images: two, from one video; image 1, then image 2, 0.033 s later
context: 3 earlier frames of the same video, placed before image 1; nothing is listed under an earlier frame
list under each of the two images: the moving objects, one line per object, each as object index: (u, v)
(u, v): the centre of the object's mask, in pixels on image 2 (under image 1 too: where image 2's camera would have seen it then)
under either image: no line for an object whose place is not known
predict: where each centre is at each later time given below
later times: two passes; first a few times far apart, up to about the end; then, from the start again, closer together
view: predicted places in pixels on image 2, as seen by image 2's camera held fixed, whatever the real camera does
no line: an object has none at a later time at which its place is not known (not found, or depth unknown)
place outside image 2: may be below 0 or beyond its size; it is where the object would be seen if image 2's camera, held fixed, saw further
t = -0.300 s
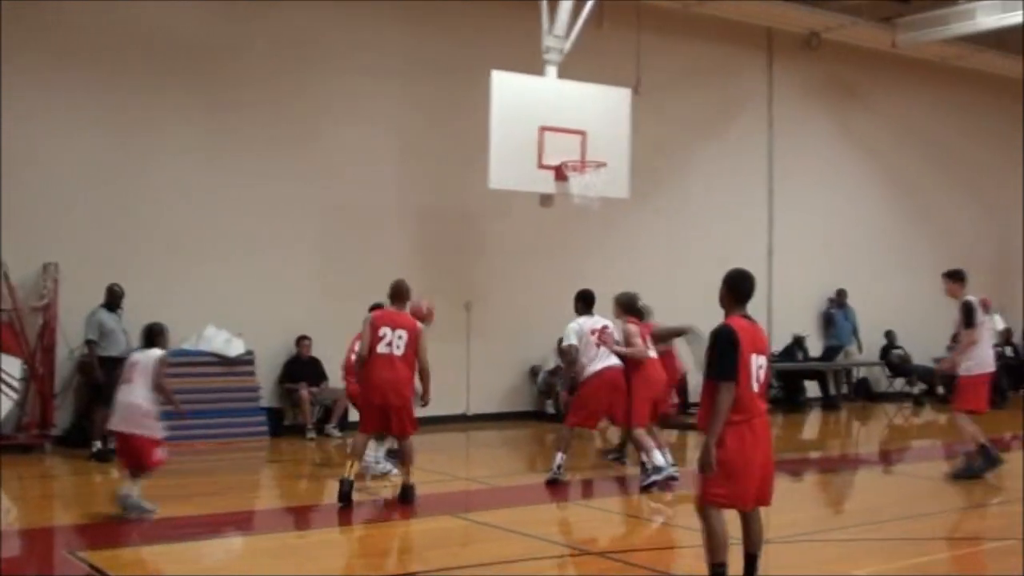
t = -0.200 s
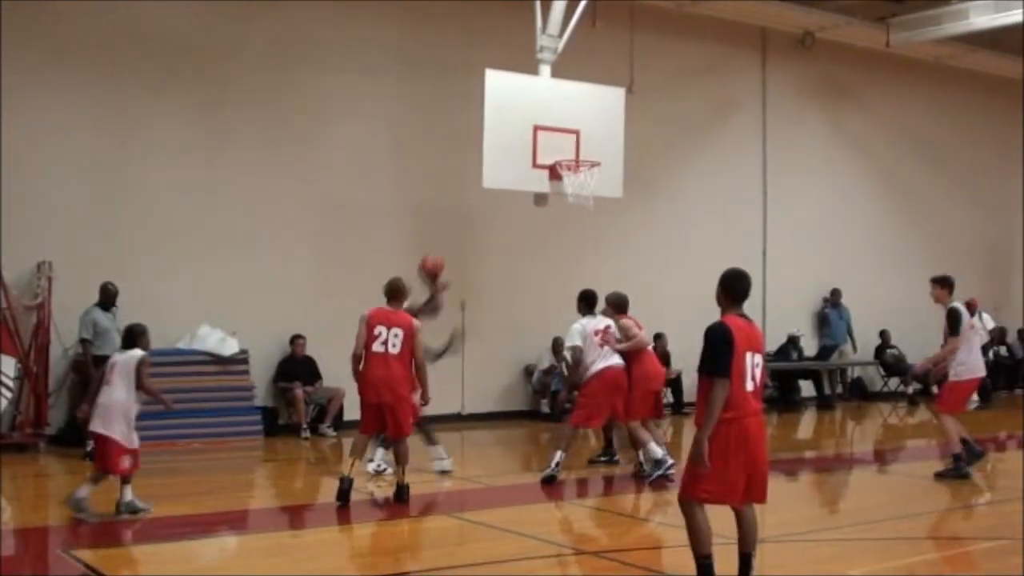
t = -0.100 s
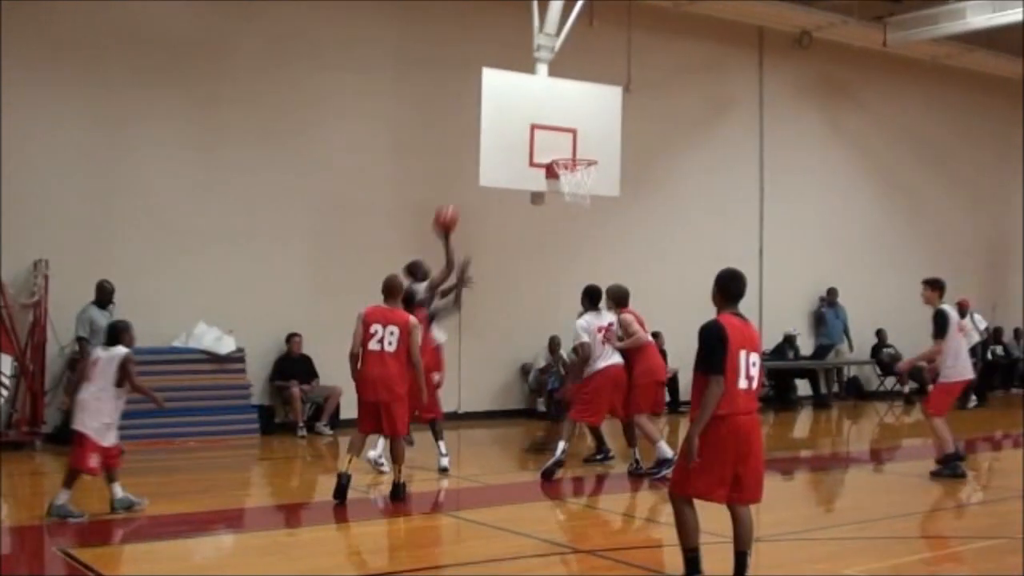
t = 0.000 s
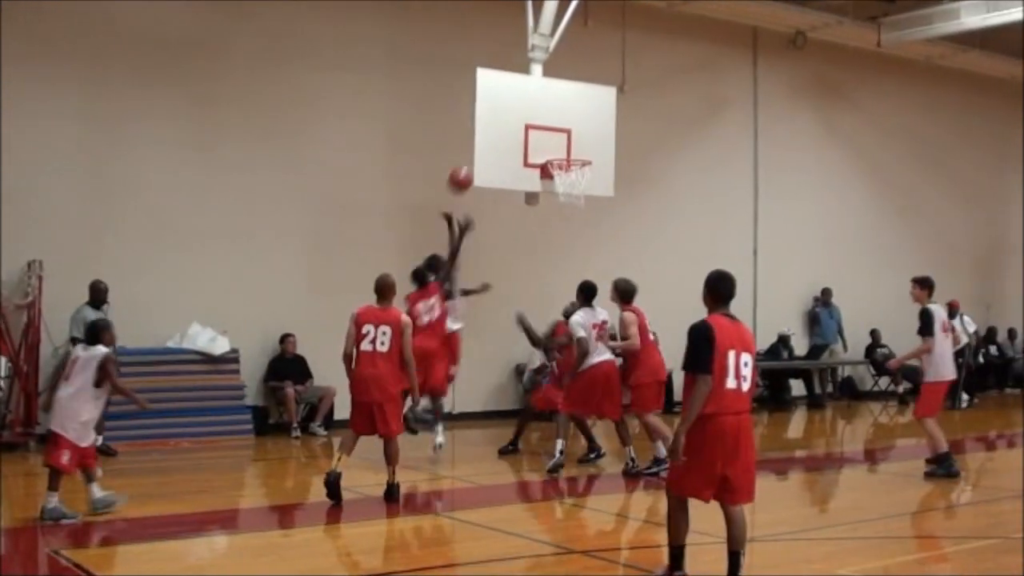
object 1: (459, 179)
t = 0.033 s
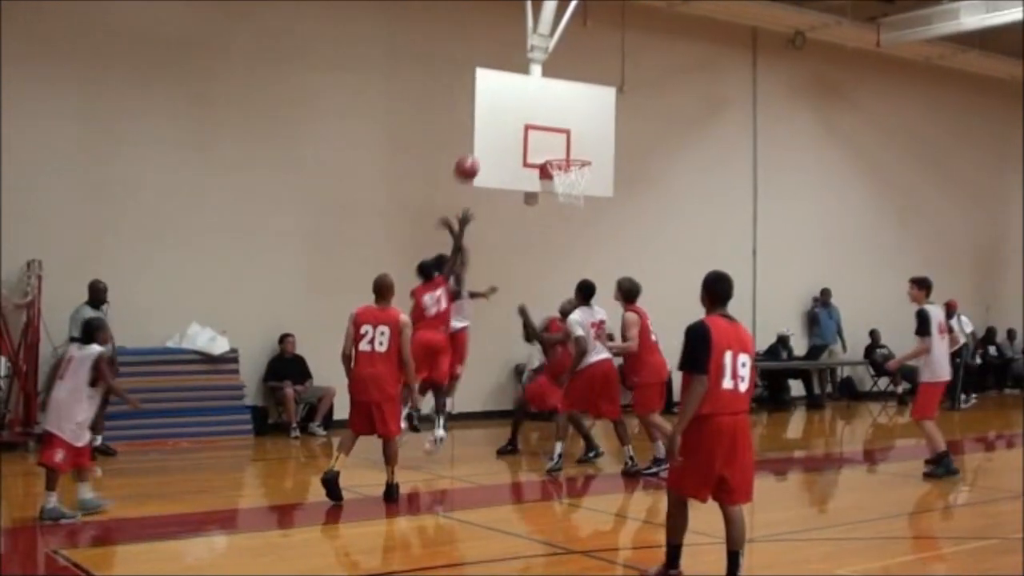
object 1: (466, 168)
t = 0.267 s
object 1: (512, 122)
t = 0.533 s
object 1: (562, 132)
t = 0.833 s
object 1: (559, 151)
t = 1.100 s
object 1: (572, 151)
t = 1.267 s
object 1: (572, 162)
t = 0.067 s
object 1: (472, 159)
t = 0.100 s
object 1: (479, 150)
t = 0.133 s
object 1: (486, 142)
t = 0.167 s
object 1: (493, 136)
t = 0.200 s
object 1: (499, 131)
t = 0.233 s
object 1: (506, 126)
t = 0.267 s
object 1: (512, 122)
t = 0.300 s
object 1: (518, 120)
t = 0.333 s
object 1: (525, 119)
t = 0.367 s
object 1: (531, 119)
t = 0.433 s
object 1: (544, 121)
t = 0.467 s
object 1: (549, 124)
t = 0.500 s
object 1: (555, 127)
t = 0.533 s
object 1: (562, 132)
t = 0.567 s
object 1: (568, 138)
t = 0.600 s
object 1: (574, 144)
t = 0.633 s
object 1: (580, 153)
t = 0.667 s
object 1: (579, 155)
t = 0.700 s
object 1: (572, 154)
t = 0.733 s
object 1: (567, 154)
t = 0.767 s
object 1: (561, 156)
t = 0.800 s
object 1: (557, 155)
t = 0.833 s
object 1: (559, 151)
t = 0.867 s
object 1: (561, 150)
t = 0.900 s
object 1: (563, 148)
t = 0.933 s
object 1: (565, 148)
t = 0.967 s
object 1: (567, 148)
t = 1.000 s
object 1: (569, 149)
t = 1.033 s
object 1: (571, 151)
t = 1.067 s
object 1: (572, 151)
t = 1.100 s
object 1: (572, 151)
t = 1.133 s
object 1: (572, 151)
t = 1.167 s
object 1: (572, 152)
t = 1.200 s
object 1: (572, 154)
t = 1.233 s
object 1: (572, 158)
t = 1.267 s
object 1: (572, 162)
